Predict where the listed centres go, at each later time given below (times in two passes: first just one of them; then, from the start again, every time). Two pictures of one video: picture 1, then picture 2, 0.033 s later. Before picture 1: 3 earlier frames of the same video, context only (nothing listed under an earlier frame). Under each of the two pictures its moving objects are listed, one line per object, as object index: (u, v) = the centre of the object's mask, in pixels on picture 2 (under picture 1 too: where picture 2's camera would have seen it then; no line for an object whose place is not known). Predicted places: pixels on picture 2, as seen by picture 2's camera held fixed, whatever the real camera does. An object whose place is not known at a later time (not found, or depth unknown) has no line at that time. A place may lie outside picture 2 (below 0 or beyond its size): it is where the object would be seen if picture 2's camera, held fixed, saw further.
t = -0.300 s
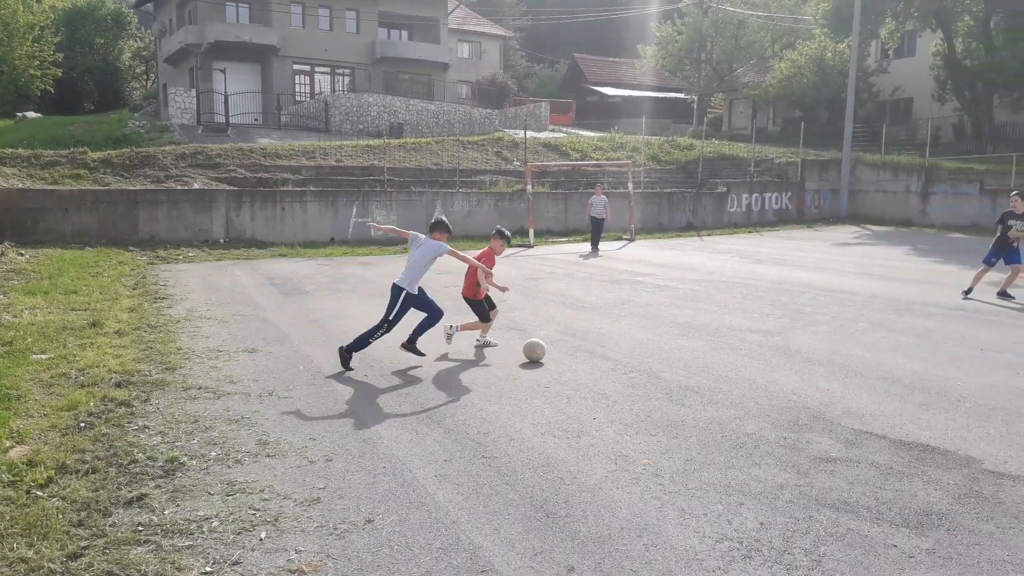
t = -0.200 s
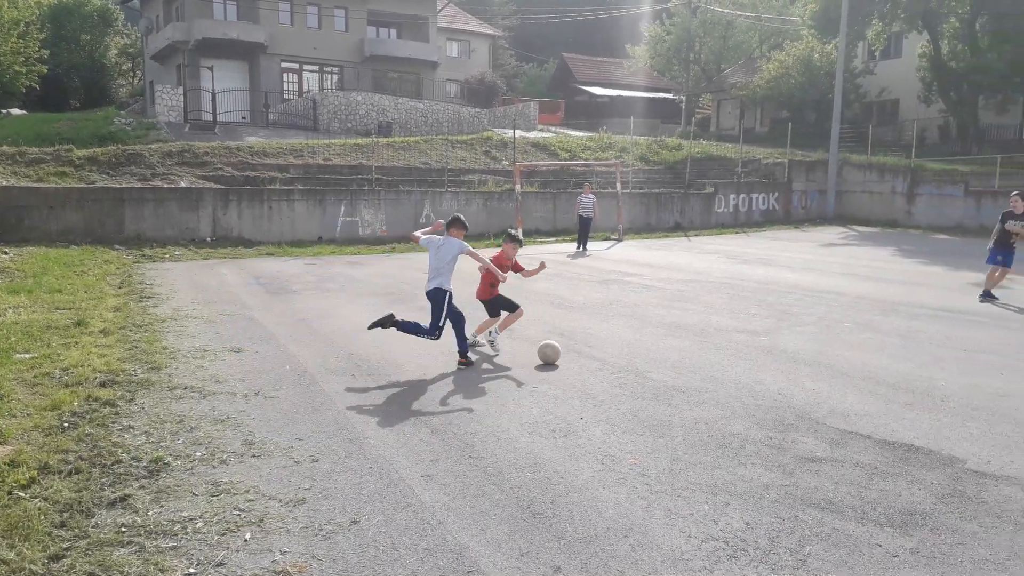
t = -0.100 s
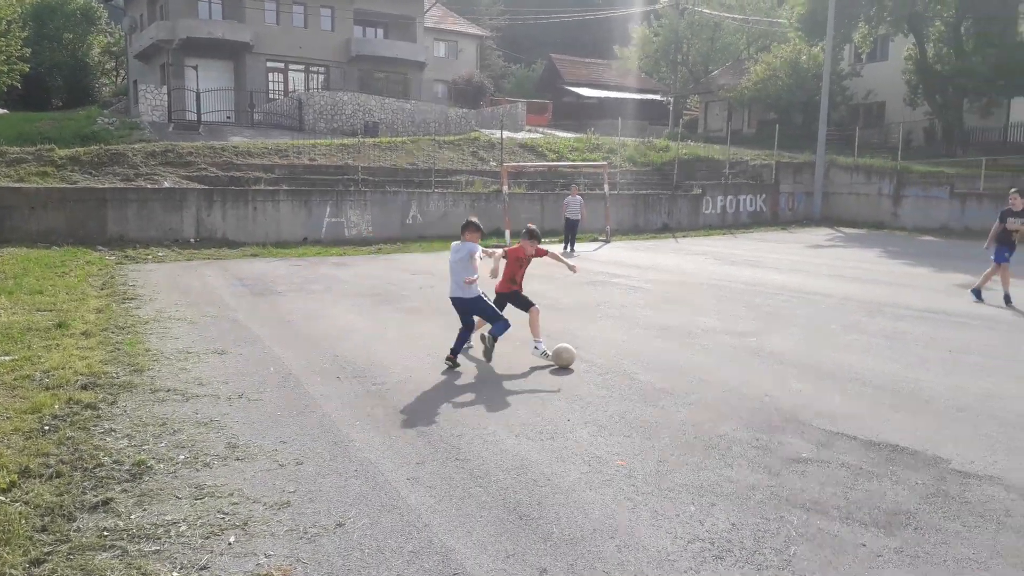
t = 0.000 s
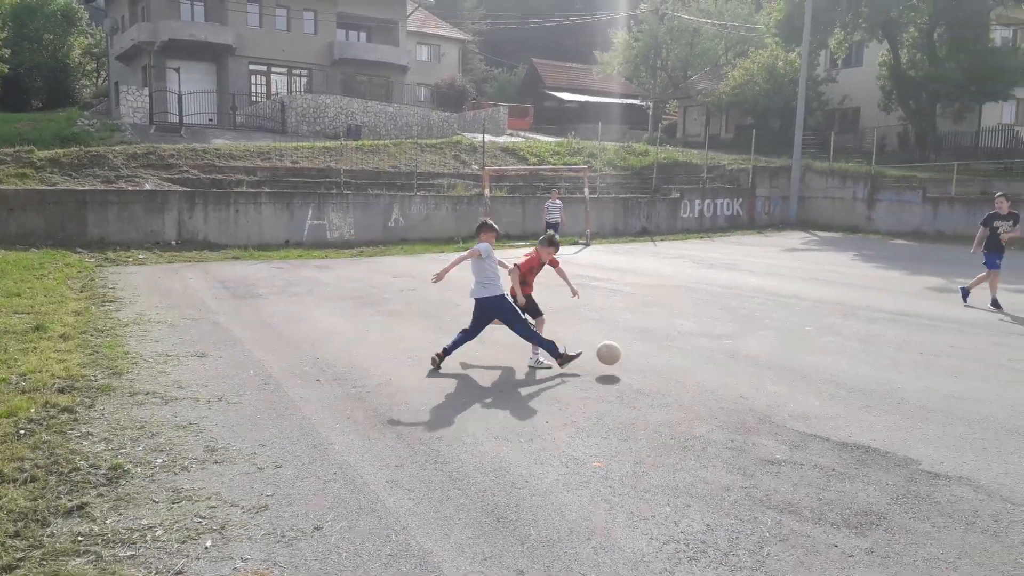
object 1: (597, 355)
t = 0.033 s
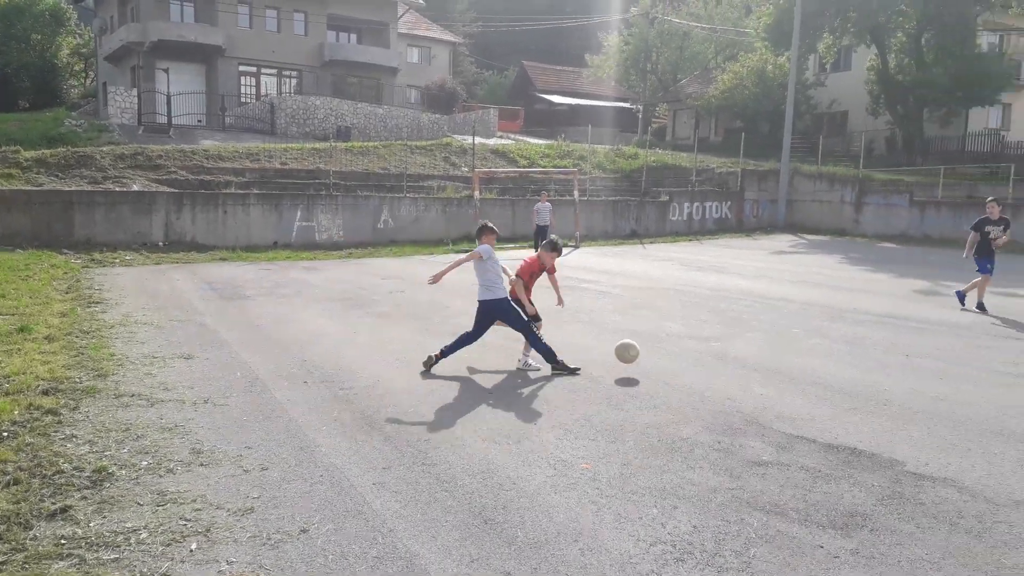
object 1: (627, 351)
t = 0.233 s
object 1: (801, 358)
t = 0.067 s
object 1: (657, 349)
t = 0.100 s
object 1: (686, 348)
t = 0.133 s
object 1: (715, 349)
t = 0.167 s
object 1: (744, 351)
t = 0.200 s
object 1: (773, 354)
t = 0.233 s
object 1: (801, 358)
